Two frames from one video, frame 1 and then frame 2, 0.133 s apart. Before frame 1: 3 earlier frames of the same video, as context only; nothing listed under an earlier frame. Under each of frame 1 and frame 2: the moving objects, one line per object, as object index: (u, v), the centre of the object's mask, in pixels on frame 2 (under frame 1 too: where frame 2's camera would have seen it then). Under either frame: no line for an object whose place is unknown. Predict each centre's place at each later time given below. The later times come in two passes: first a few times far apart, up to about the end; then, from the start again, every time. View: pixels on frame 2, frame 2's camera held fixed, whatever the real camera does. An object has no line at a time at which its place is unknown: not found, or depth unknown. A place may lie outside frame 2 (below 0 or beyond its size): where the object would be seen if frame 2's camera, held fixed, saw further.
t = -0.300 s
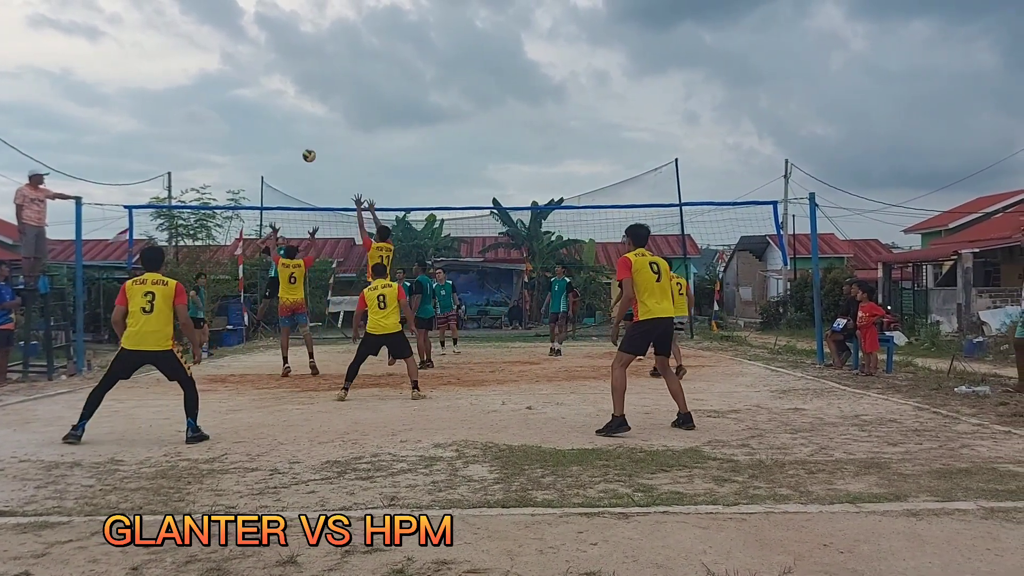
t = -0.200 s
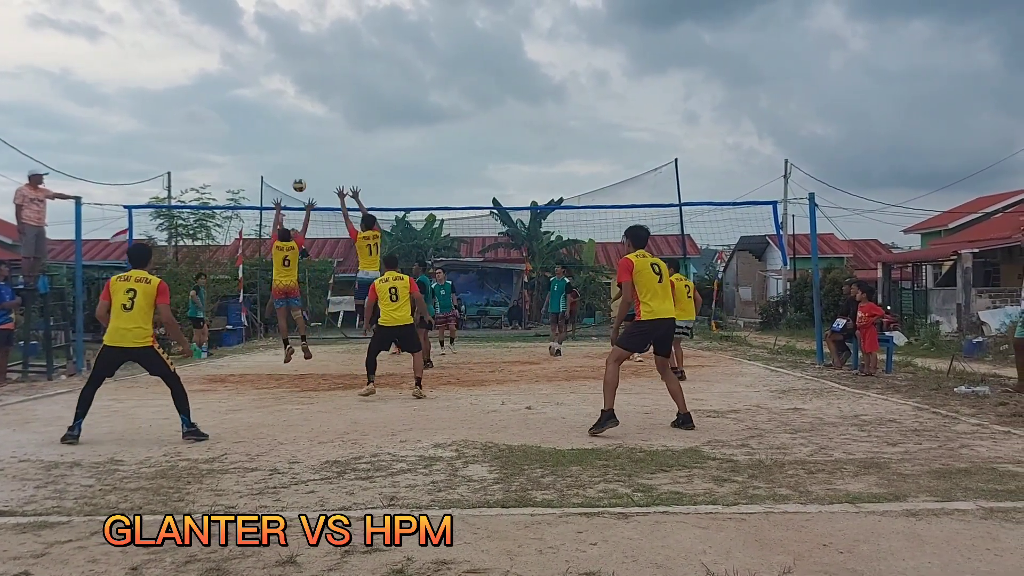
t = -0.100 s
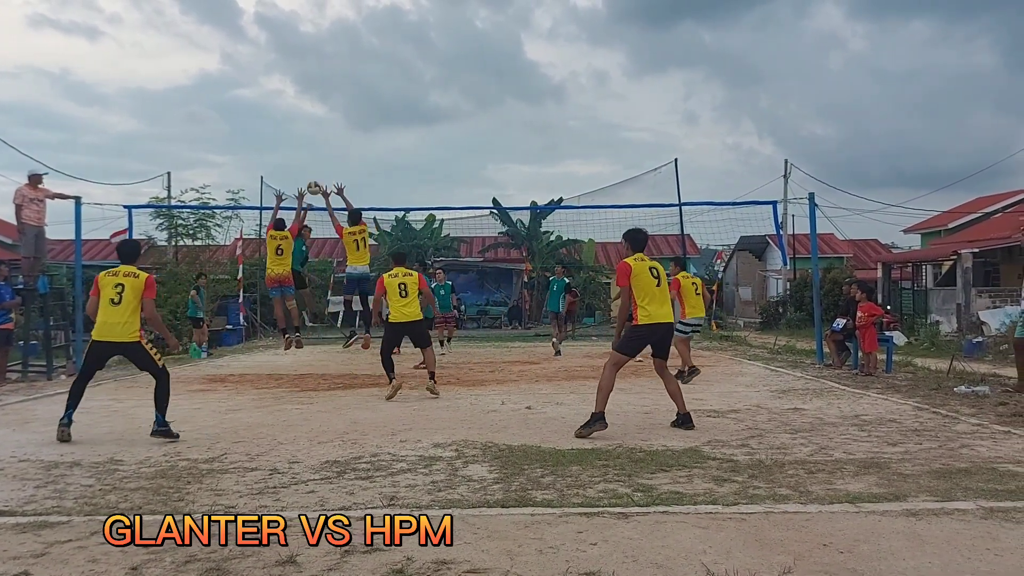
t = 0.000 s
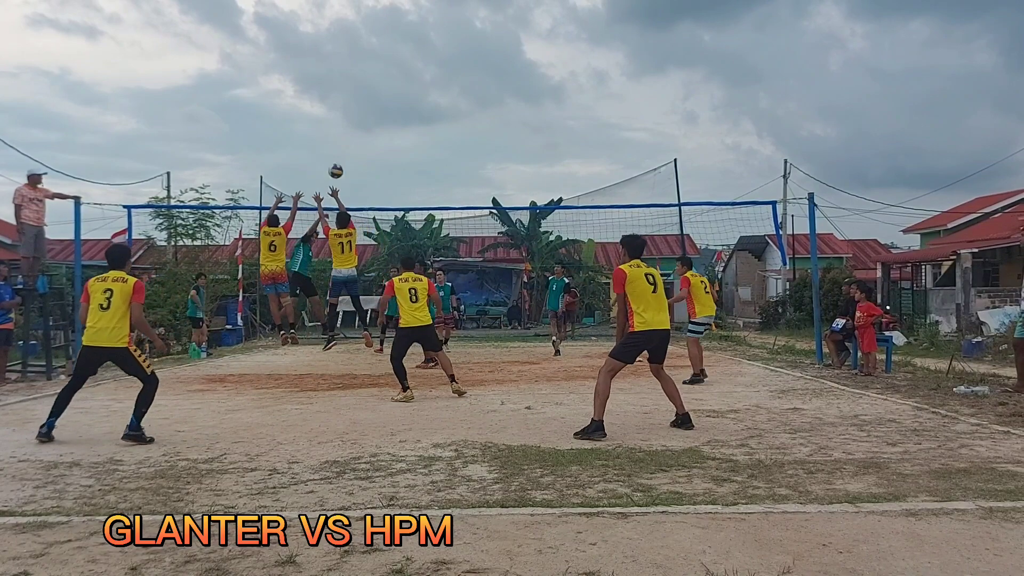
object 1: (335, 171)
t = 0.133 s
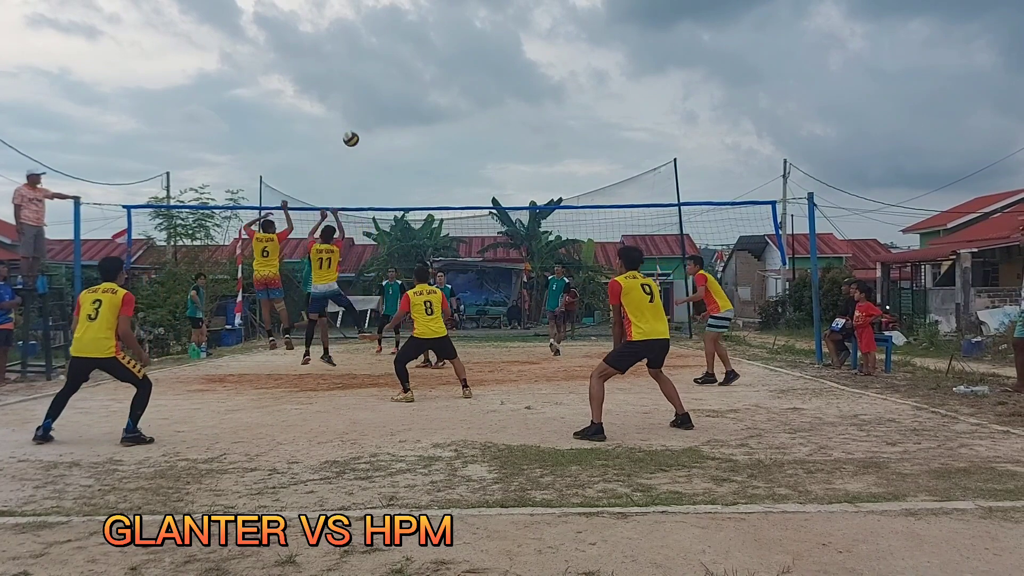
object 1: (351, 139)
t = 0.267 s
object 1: (368, 118)
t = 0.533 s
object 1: (407, 121)
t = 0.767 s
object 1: (448, 192)
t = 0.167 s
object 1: (355, 132)
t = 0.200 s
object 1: (359, 127)
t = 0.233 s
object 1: (363, 122)
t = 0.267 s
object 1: (368, 118)
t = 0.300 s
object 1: (372, 115)
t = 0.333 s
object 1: (377, 113)
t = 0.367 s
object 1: (382, 111)
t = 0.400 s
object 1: (387, 111)
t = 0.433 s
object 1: (392, 112)
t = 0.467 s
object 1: (397, 113)
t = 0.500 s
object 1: (402, 116)
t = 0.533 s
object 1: (407, 121)
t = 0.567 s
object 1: (413, 126)
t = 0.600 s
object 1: (418, 134)
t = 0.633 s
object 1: (424, 142)
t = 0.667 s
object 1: (429, 152)
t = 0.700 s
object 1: (436, 163)
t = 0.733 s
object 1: (442, 177)
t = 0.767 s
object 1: (448, 192)
